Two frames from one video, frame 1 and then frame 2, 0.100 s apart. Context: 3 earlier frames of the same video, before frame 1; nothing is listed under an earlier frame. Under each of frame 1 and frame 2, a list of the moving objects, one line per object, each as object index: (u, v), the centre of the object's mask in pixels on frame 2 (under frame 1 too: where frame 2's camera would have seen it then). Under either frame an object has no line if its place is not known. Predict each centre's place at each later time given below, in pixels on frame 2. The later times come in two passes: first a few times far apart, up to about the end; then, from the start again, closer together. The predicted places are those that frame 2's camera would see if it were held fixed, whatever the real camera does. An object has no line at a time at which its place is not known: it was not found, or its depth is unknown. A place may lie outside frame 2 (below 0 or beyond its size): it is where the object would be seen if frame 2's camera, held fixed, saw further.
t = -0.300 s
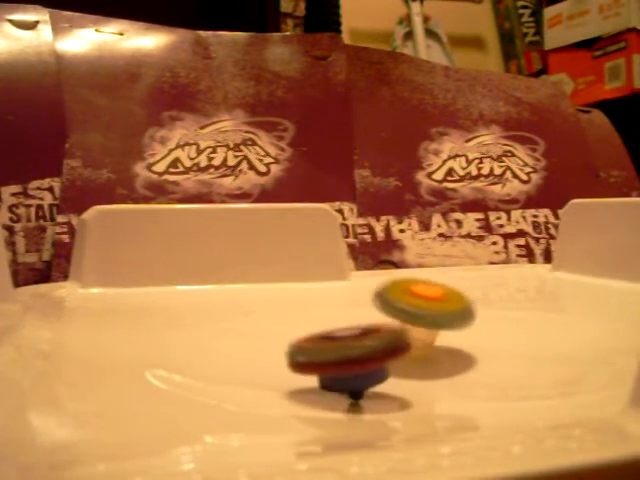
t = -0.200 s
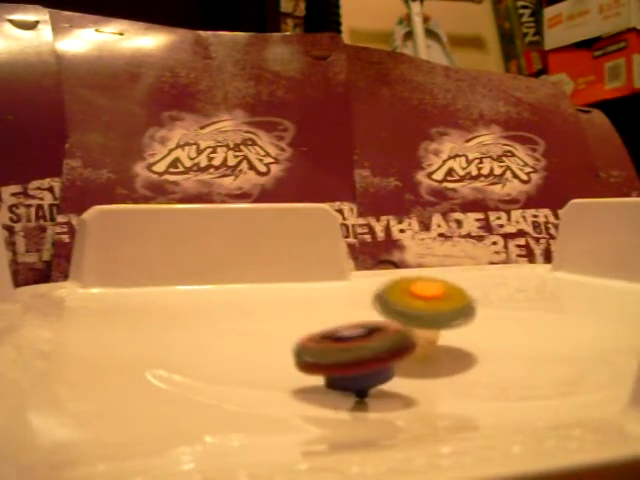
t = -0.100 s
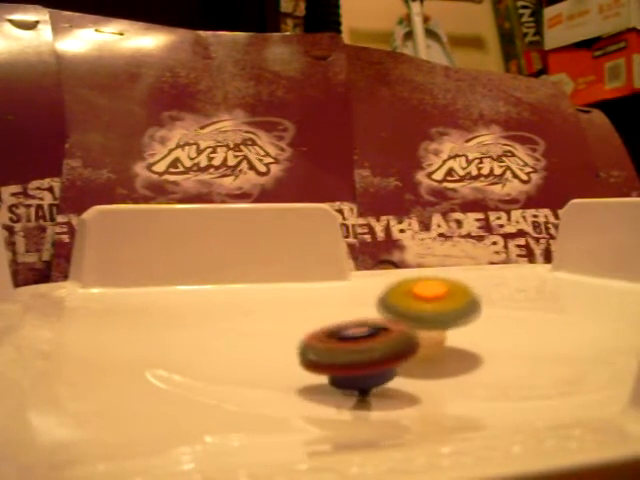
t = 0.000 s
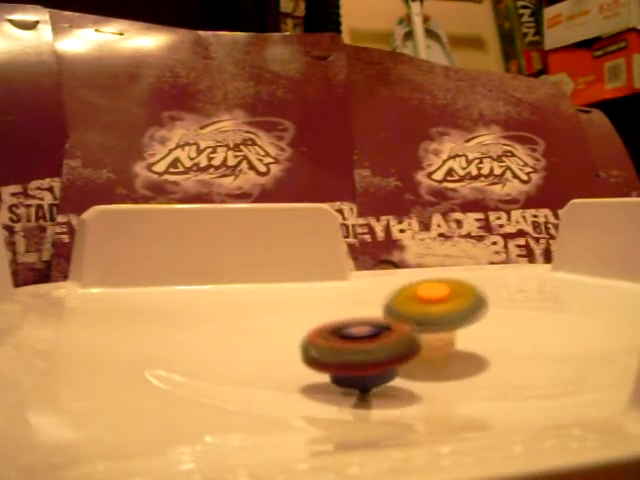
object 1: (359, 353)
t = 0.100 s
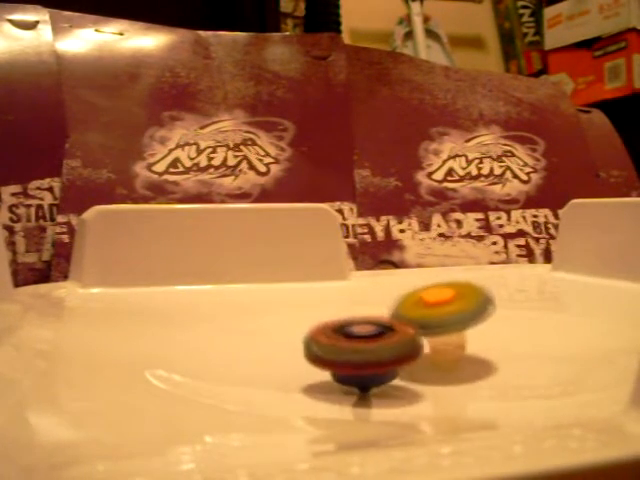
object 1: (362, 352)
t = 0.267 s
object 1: (327, 354)
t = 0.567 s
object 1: (340, 359)
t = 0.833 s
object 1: (336, 358)
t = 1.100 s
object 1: (358, 363)
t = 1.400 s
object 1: (336, 356)
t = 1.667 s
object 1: (345, 355)
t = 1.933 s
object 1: (352, 357)
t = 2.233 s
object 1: (339, 358)
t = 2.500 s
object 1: (353, 354)
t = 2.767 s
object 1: (334, 347)
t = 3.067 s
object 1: (345, 349)
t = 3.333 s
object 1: (348, 348)
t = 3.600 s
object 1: (350, 345)
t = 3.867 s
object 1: (312, 337)
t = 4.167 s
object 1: (334, 341)
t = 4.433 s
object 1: (354, 346)
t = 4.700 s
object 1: (329, 345)
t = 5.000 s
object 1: (353, 343)
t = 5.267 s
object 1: (361, 345)
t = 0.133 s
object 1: (362, 352)
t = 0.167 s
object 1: (363, 352)
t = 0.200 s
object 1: (350, 352)
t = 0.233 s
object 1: (336, 353)
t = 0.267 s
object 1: (327, 354)
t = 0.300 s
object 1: (323, 355)
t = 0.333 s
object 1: (323, 356)
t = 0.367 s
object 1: (325, 356)
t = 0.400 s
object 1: (328, 357)
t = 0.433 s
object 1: (330, 357)
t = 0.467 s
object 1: (332, 357)
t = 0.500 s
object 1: (334, 358)
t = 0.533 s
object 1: (337, 359)
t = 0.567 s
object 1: (340, 359)
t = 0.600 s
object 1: (342, 360)
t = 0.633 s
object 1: (345, 359)
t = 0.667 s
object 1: (349, 359)
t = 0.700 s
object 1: (352, 359)
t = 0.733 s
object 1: (355, 359)
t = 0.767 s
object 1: (351, 357)
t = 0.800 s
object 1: (343, 349)
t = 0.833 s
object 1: (336, 358)
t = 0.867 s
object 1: (334, 357)
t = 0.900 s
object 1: (336, 361)
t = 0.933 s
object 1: (341, 362)
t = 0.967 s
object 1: (348, 363)
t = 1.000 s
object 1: (352, 364)
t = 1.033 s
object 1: (355, 363)
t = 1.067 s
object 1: (357, 363)
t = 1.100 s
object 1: (358, 363)
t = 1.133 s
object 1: (359, 362)
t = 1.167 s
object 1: (360, 362)
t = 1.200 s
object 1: (357, 360)
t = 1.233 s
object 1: (347, 359)
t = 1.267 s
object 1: (340, 358)
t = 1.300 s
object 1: (336, 358)
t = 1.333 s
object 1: (336, 357)
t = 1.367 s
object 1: (336, 357)
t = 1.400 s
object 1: (336, 356)
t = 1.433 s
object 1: (336, 355)
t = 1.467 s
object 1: (337, 355)
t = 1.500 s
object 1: (338, 354)
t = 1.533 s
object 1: (339, 354)
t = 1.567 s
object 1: (341, 354)
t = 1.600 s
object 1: (342, 354)
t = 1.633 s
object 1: (344, 354)
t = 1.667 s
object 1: (345, 355)
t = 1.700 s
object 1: (347, 355)
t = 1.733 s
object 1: (348, 355)
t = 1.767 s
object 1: (348, 356)
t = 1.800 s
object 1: (344, 356)
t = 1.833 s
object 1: (345, 357)
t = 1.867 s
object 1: (348, 358)
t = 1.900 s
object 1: (351, 358)
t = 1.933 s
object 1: (352, 357)
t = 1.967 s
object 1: (350, 356)
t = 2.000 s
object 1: (352, 357)
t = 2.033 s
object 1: (354, 357)
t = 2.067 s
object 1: (357, 357)
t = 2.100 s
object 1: (352, 356)
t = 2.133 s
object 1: (343, 356)
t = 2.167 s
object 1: (337, 358)
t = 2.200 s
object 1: (337, 358)
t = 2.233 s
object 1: (339, 358)
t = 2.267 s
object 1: (342, 358)
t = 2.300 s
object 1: (344, 358)
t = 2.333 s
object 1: (347, 357)
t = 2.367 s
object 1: (349, 357)
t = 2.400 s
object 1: (351, 356)
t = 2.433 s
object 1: (353, 356)
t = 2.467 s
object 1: (354, 355)
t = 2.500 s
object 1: (353, 354)
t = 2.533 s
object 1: (347, 352)
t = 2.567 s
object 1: (344, 352)
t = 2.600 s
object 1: (344, 351)
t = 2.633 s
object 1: (345, 350)
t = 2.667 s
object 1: (345, 350)
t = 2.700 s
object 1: (342, 348)
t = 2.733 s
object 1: (335, 347)
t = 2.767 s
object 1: (334, 347)
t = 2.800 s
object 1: (335, 347)
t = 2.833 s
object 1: (336, 347)
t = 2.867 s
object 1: (337, 347)
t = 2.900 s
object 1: (339, 347)
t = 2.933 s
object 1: (340, 347)
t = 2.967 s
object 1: (341, 347)
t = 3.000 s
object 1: (342, 348)
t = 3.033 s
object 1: (344, 348)
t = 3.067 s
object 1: (345, 349)
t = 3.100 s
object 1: (344, 349)
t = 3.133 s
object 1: (341, 348)
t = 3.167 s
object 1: (341, 348)
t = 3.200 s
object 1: (343, 348)
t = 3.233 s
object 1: (347, 348)
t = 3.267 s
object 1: (345, 348)
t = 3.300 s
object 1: (346, 348)
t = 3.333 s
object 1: (348, 348)
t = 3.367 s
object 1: (351, 348)
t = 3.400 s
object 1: (346, 348)
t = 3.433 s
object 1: (341, 347)
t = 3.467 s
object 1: (340, 346)
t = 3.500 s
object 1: (342, 346)
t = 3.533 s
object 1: (345, 346)
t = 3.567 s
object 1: (347, 346)
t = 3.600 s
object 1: (350, 345)
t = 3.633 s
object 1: (353, 345)
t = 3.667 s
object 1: (356, 345)
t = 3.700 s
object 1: (358, 345)
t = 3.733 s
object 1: (360, 345)
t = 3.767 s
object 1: (352, 343)
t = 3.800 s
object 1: (333, 341)
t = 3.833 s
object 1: (319, 338)
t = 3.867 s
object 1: (312, 337)
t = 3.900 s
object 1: (311, 337)
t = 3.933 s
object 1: (313, 337)
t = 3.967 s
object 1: (316, 337)
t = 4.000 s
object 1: (319, 338)
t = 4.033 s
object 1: (322, 339)
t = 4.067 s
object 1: (326, 339)
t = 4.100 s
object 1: (329, 340)
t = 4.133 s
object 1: (332, 341)
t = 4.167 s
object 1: (334, 341)
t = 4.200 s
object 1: (337, 342)
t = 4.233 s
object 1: (341, 342)
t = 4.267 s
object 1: (344, 343)
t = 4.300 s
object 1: (349, 344)
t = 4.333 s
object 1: (354, 345)
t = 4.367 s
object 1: (356, 346)
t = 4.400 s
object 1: (353, 345)
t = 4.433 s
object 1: (354, 346)
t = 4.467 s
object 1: (356, 346)
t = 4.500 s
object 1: (360, 347)
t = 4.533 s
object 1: (350, 345)
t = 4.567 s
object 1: (337, 345)
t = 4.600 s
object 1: (329, 345)
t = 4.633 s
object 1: (326, 345)
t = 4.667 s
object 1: (327, 345)
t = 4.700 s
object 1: (329, 345)
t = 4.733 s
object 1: (333, 345)
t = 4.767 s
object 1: (335, 345)
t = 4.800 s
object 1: (338, 345)
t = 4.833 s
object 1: (341, 345)
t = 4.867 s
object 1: (344, 344)
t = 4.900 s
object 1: (346, 344)
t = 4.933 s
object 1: (348, 344)
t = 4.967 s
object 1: (350, 343)
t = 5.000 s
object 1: (353, 343)
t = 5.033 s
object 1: (355, 343)
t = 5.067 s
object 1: (356, 343)
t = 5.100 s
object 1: (358, 343)
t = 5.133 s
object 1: (360, 343)
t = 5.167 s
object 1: (361, 343)
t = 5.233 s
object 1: (363, 344)
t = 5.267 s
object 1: (361, 345)
